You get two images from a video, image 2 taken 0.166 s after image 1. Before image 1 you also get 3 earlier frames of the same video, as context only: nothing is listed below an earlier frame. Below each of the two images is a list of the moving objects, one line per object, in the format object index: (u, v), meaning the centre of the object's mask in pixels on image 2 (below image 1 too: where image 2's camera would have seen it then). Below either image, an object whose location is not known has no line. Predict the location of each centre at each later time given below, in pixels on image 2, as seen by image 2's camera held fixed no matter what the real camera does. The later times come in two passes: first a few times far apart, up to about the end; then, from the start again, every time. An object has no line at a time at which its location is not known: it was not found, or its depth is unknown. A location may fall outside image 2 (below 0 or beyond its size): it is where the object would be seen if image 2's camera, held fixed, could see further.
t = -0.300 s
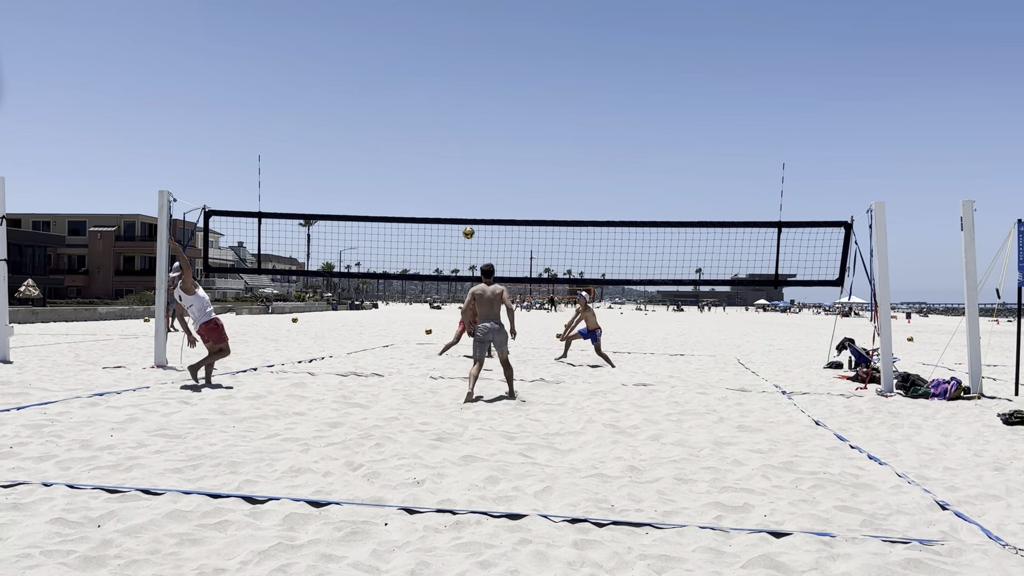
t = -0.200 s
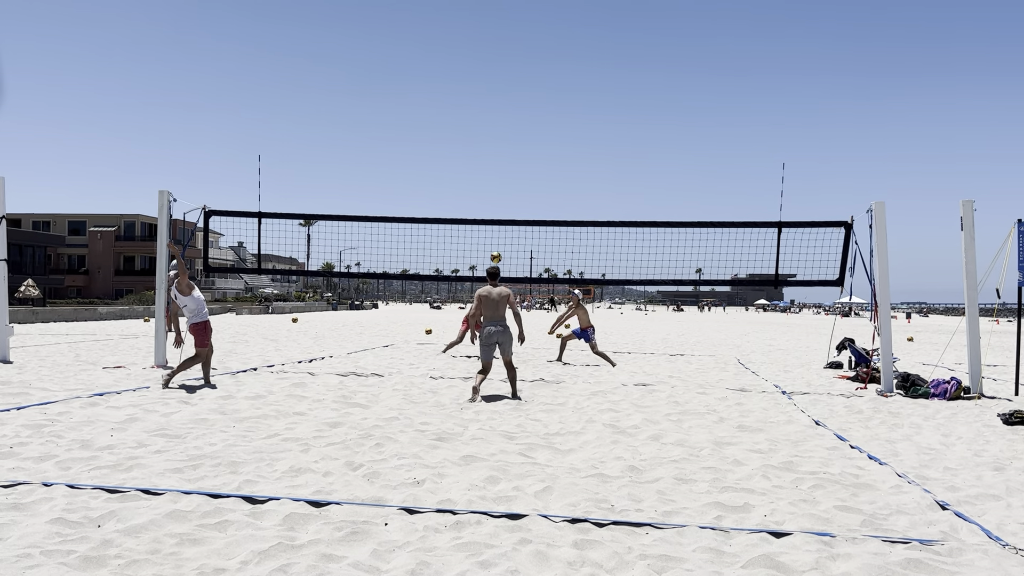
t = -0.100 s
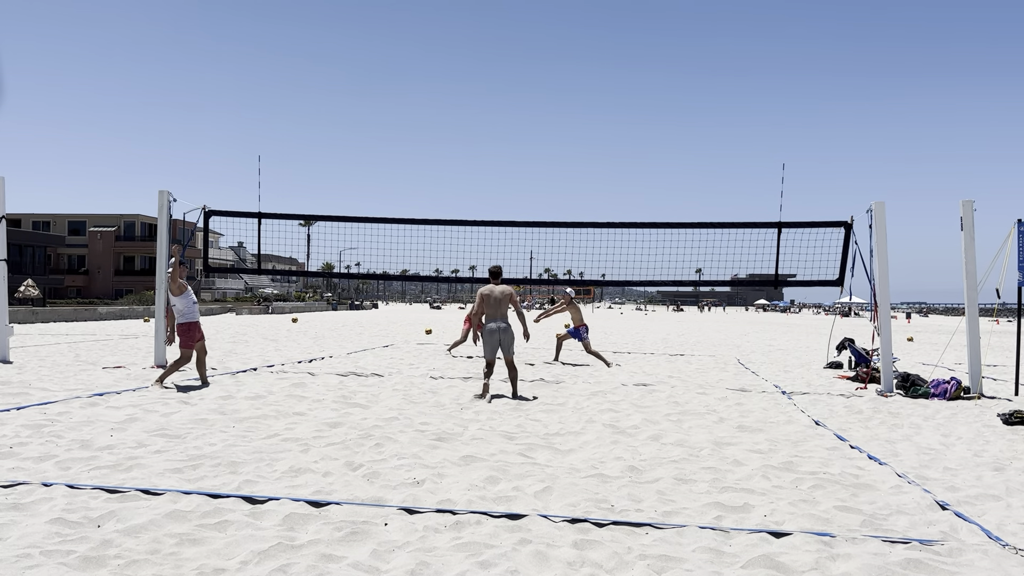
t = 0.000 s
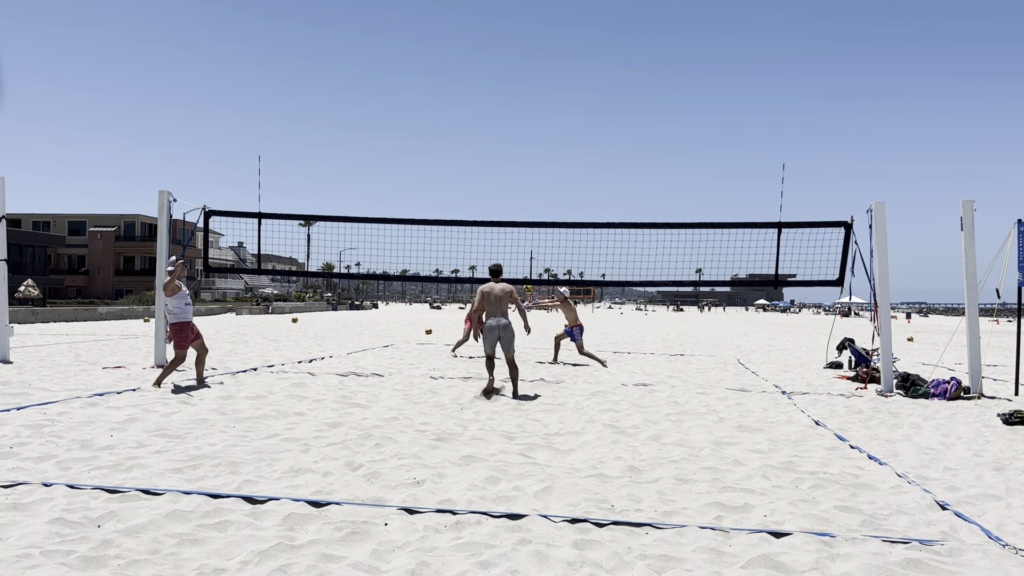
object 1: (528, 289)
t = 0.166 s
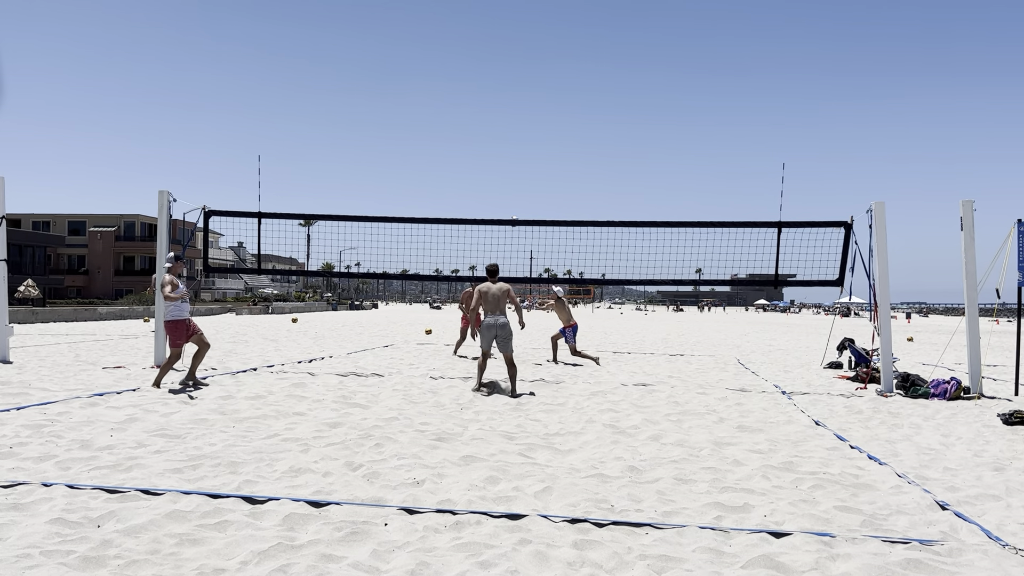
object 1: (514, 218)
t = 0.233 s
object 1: (508, 199)
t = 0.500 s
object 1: (483, 130)
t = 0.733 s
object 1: (460, 101)
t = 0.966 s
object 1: (435, 99)
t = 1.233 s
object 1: (406, 131)
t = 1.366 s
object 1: (389, 159)
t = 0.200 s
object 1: (511, 210)
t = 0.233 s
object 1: (508, 199)
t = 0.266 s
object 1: (505, 188)
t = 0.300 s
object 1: (502, 178)
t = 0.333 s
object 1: (499, 169)
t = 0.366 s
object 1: (496, 160)
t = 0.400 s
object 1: (493, 152)
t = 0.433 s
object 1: (489, 144)
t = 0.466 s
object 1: (486, 137)
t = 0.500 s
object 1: (483, 130)
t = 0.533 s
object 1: (480, 124)
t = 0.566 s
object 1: (477, 119)
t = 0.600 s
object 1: (473, 114)
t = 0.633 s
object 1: (470, 110)
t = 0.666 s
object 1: (466, 106)
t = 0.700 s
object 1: (463, 103)
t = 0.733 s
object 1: (460, 101)
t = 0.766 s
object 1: (456, 99)
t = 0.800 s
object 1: (453, 97)
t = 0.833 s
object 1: (450, 97)
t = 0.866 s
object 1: (446, 97)
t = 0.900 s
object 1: (443, 97)
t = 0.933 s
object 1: (439, 98)
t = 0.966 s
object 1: (435, 99)
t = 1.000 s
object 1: (432, 101)
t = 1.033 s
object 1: (428, 104)
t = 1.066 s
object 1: (424, 107)
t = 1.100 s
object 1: (421, 111)
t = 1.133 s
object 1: (417, 115)
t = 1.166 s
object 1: (413, 120)
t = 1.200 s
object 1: (409, 125)
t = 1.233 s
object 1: (406, 131)
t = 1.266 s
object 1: (401, 137)
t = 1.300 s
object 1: (397, 144)
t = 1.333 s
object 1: (394, 151)
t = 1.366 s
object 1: (389, 159)
